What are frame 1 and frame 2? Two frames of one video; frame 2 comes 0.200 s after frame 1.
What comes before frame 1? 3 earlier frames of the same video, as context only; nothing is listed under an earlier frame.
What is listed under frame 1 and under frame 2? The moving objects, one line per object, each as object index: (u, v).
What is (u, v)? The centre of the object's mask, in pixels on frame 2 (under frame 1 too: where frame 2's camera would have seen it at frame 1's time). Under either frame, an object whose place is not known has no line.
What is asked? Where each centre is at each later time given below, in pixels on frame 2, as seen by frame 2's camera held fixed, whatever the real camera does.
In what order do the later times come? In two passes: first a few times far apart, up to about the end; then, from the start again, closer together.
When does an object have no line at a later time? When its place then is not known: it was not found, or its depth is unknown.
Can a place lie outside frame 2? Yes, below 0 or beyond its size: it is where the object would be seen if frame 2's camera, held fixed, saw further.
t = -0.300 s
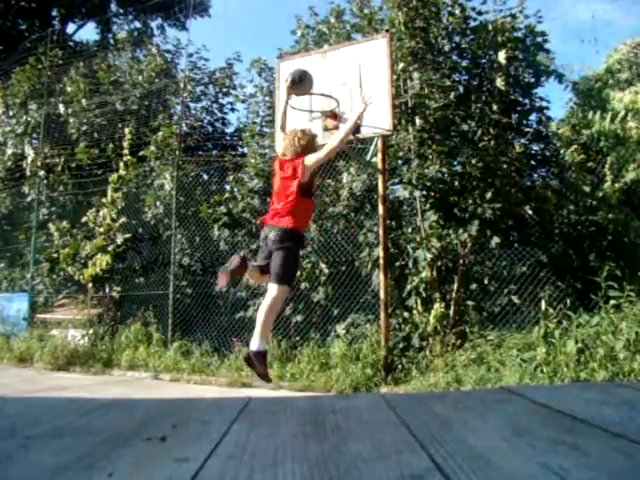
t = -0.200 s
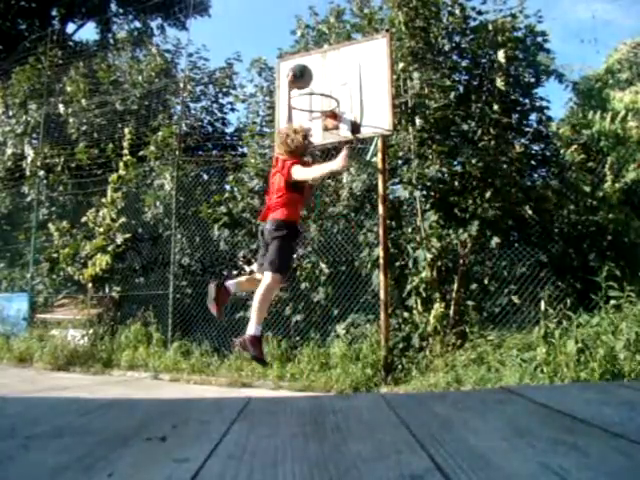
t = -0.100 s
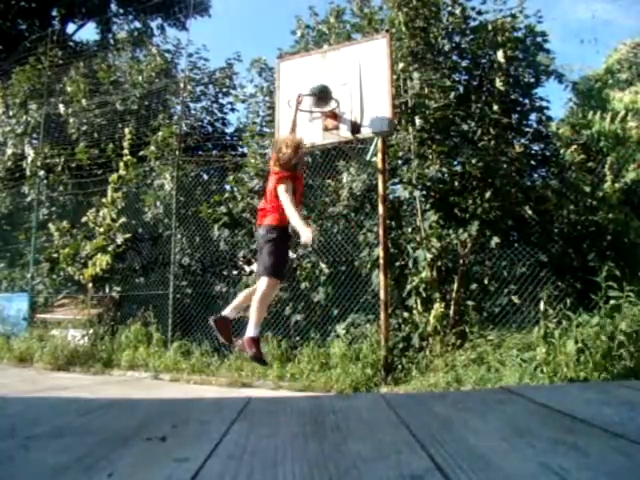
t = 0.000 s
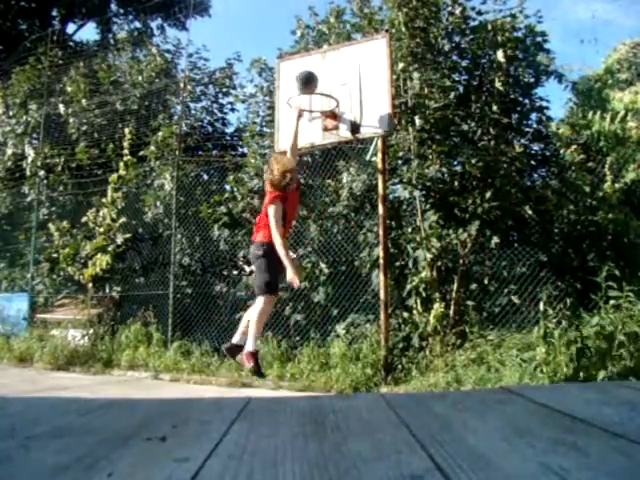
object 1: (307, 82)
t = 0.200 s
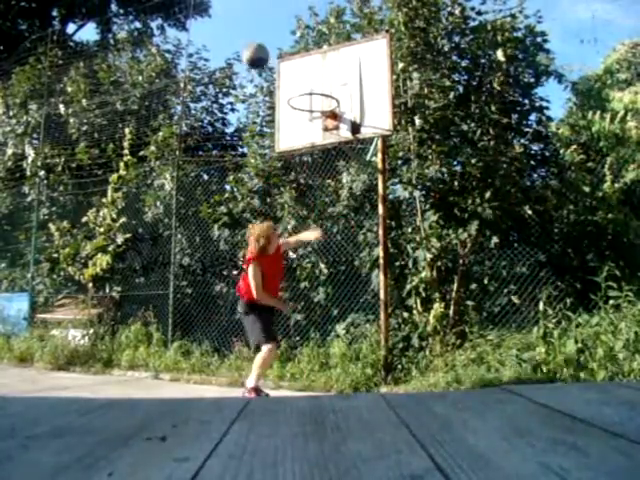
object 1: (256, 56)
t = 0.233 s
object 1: (247, 55)
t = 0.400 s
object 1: (199, 70)
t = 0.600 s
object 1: (130, 135)
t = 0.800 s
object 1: (49, 269)
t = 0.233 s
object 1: (247, 55)
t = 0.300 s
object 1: (228, 58)
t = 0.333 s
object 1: (219, 61)
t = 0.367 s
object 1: (209, 64)
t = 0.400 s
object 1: (199, 70)
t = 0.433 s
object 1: (188, 76)
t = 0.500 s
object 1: (165, 95)
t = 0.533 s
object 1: (154, 106)
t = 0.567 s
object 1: (143, 119)
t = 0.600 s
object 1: (130, 135)
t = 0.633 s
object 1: (119, 151)
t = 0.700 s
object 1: (93, 191)
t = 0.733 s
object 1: (78, 213)
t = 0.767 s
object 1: (64, 239)
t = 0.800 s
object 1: (49, 269)
